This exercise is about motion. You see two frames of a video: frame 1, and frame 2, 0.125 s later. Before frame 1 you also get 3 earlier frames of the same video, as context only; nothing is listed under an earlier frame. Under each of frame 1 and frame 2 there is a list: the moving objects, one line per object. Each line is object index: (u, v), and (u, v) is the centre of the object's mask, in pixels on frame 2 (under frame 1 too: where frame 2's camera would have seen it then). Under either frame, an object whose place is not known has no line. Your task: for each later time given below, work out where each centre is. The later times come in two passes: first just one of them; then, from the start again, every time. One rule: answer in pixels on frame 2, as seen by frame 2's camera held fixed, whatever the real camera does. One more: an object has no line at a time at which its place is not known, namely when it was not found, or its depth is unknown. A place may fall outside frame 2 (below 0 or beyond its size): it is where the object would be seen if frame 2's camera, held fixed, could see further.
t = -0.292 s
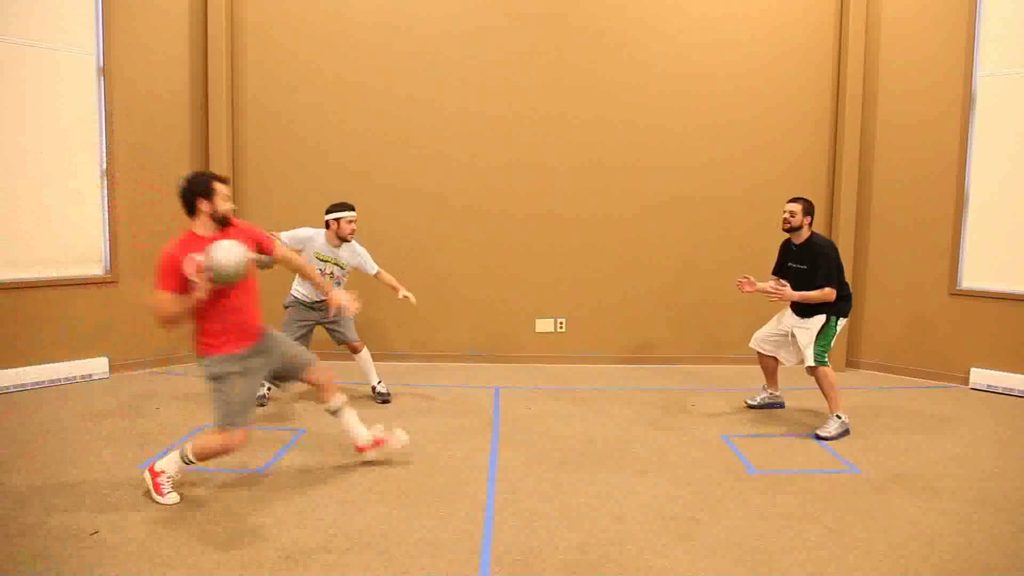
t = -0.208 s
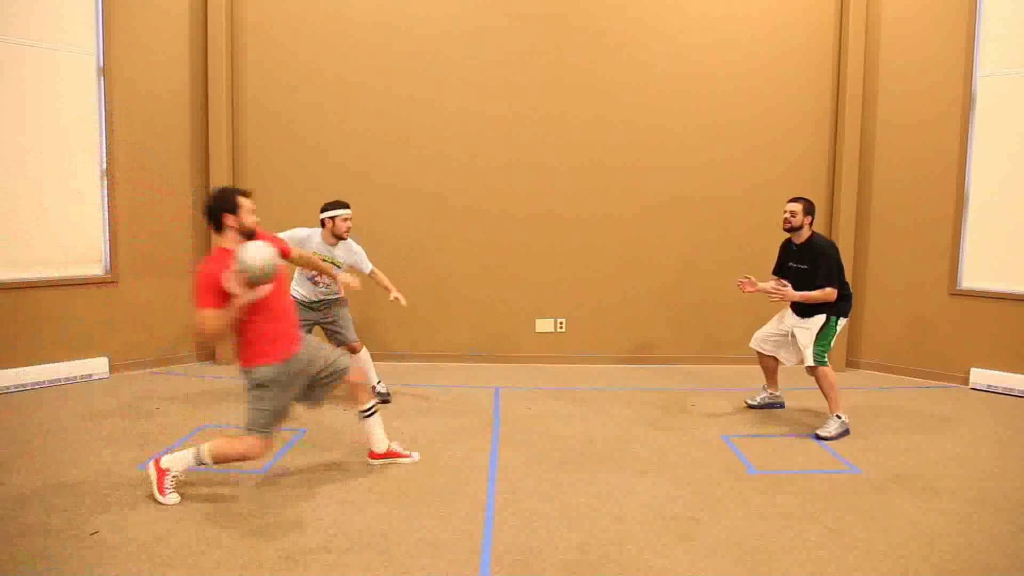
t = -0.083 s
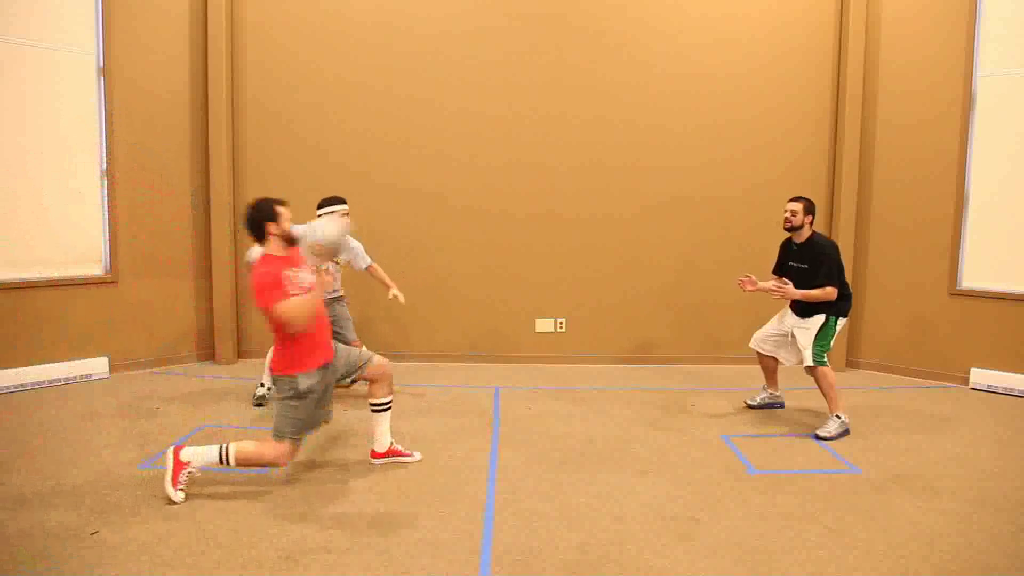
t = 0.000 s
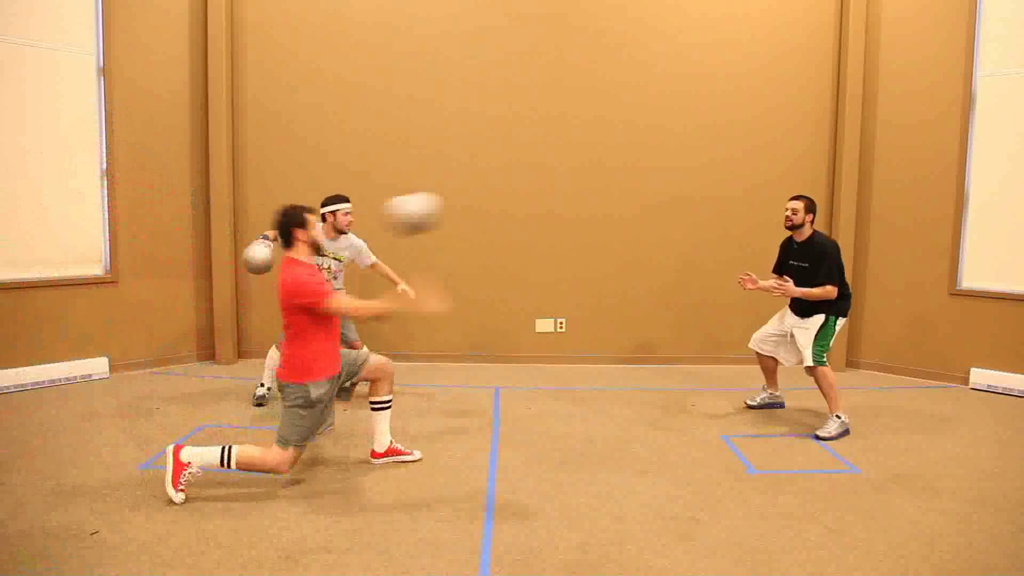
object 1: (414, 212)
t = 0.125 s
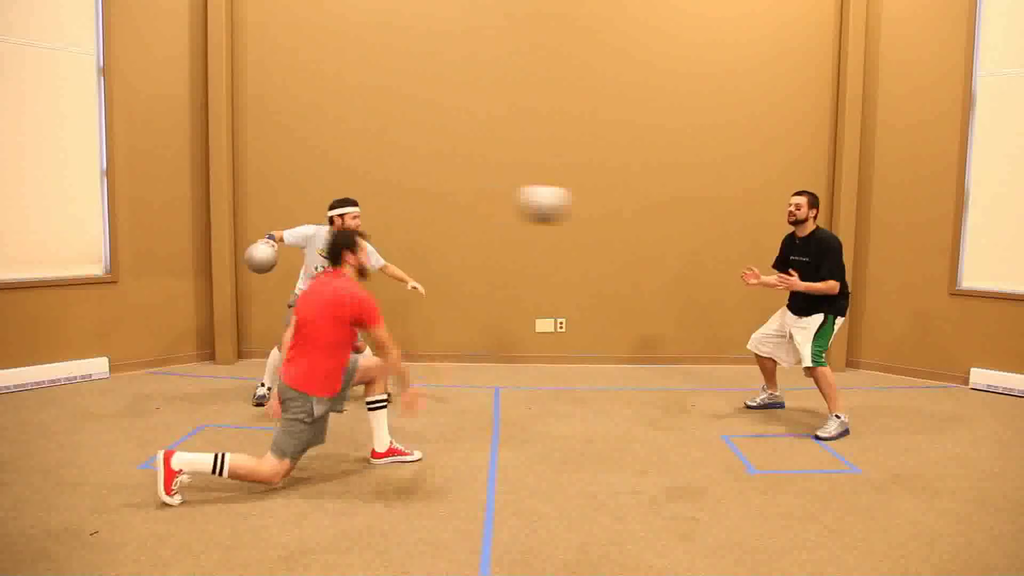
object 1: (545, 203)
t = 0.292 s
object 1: (692, 238)
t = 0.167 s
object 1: (584, 208)
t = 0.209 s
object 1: (622, 214)
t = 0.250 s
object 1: (657, 224)
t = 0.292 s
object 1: (692, 238)
